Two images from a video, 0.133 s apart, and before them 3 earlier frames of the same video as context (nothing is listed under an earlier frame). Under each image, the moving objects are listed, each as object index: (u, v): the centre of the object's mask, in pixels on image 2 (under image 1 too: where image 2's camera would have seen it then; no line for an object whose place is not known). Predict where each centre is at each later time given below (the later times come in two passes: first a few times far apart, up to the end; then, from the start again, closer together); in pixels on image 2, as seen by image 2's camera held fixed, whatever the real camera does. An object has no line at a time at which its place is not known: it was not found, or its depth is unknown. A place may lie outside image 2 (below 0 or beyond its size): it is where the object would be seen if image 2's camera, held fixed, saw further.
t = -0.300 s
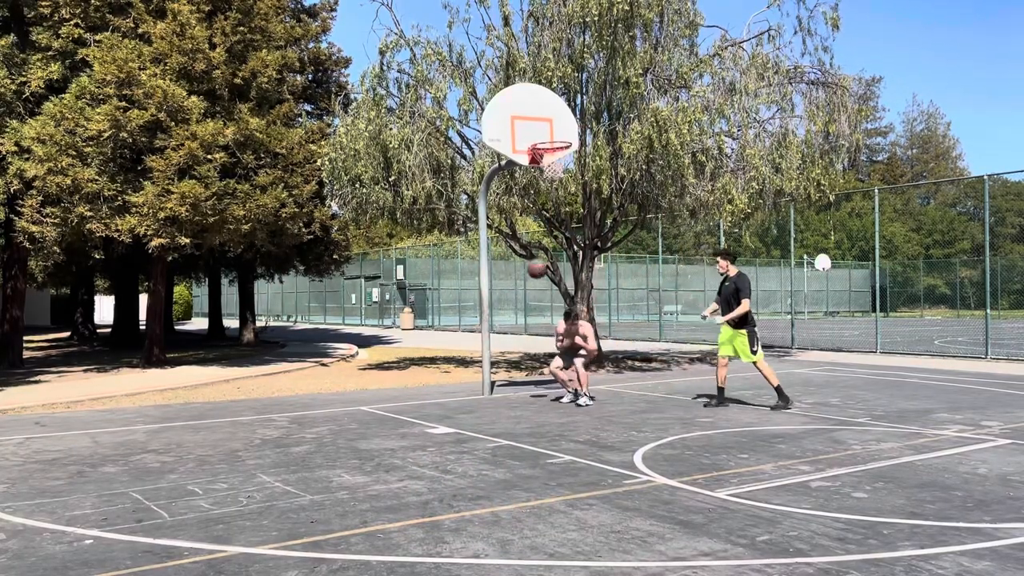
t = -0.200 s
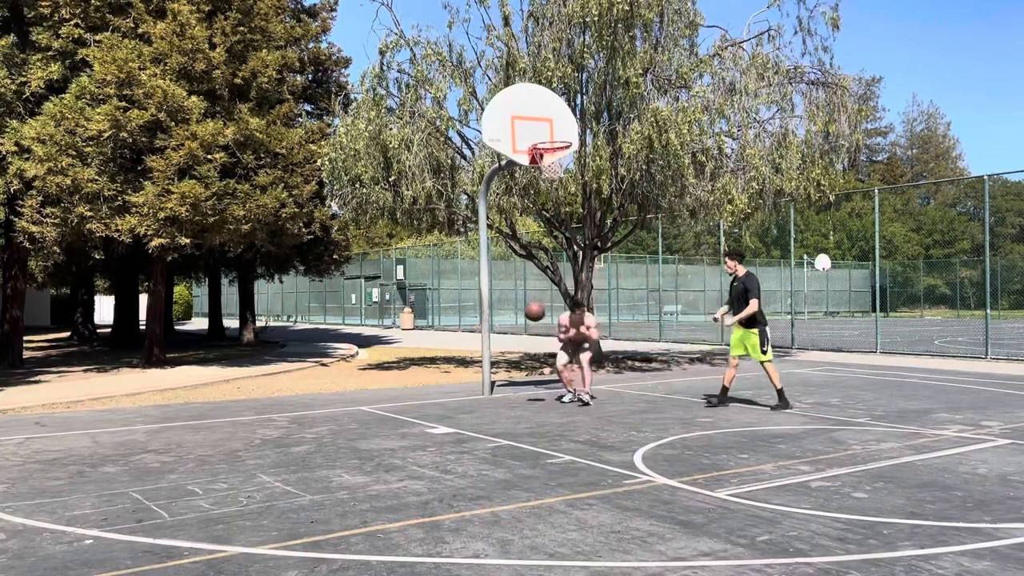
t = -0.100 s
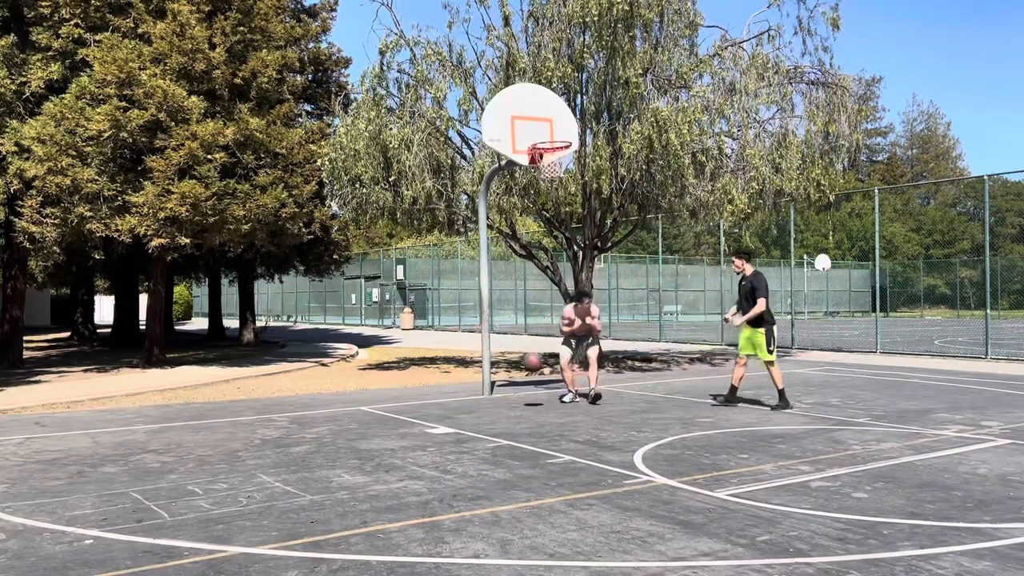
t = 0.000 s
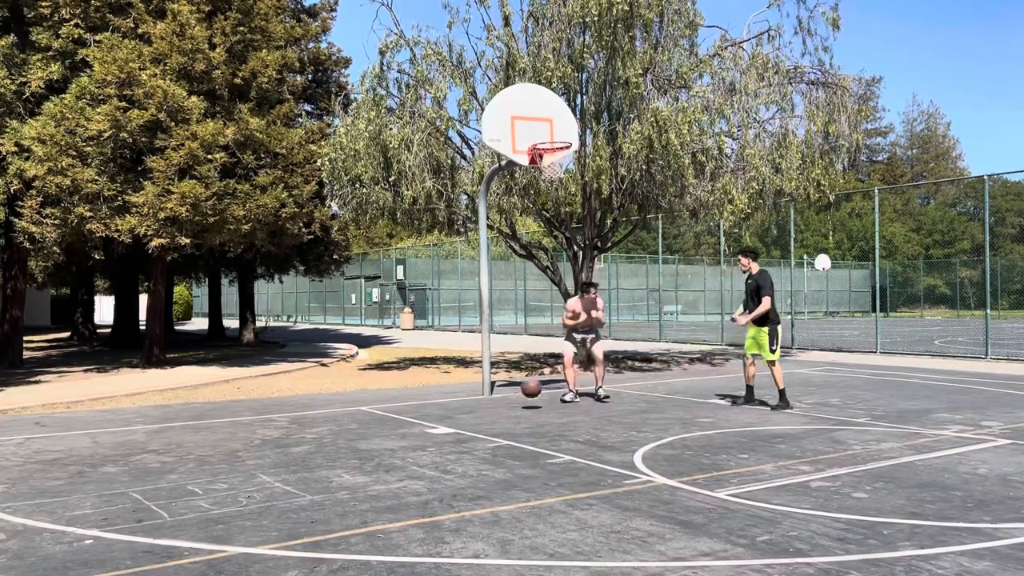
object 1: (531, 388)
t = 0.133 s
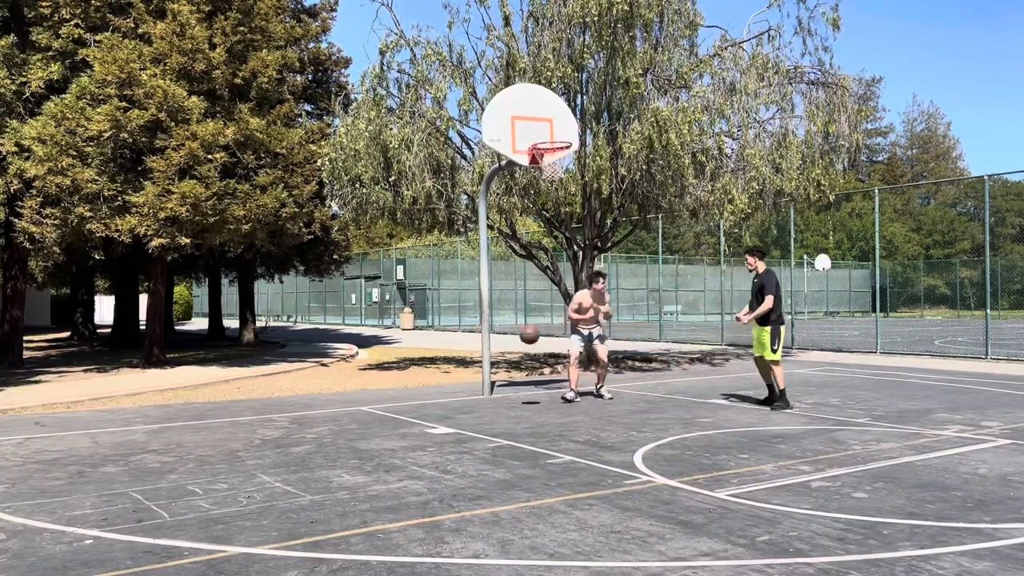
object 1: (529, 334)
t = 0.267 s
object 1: (528, 295)
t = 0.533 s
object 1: (524, 263)
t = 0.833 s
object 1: (522, 298)
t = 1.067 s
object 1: (520, 379)
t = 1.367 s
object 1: (516, 335)
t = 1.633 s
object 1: (514, 314)
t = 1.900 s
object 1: (513, 356)
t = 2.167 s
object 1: (511, 378)
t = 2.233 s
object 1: (510, 363)
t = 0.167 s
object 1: (529, 323)
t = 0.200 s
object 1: (528, 312)
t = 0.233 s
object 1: (528, 303)
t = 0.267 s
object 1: (528, 295)
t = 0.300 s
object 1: (527, 287)
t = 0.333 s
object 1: (527, 282)
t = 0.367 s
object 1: (526, 277)
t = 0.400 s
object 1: (526, 272)
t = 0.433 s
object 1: (525, 268)
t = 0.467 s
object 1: (525, 265)
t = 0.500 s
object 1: (525, 264)
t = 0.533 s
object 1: (524, 263)
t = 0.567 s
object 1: (524, 263)
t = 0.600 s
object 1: (524, 264)
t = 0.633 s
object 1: (523, 266)
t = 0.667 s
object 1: (523, 269)
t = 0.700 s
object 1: (523, 271)
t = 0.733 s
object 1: (523, 278)
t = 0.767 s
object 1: (522, 283)
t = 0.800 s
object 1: (522, 291)
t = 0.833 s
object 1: (522, 298)
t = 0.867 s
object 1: (521, 307)
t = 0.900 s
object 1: (521, 316)
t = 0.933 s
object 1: (521, 327)
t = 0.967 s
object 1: (520, 339)
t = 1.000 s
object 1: (520, 350)
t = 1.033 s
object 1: (520, 364)
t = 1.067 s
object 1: (520, 379)
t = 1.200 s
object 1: (518, 379)
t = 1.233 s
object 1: (518, 367)
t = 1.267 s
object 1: (518, 356)
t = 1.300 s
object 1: (517, 349)
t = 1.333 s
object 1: (517, 341)
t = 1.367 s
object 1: (516, 335)
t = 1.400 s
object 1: (516, 329)
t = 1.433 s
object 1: (516, 323)
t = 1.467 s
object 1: (516, 319)
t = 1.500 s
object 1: (515, 316)
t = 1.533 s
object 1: (515, 314)
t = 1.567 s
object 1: (515, 313)
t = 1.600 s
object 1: (514, 313)
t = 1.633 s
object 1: (514, 314)
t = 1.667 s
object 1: (514, 315)
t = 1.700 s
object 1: (514, 317)
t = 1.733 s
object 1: (514, 320)
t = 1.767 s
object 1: (514, 326)
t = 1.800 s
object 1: (514, 333)
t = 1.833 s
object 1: (514, 340)
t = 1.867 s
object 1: (513, 347)
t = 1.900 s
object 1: (513, 356)
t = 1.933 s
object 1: (514, 367)
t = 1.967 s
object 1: (513, 378)
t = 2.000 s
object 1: (513, 391)
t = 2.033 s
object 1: (512, 403)
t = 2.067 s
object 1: (512, 407)
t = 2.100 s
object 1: (512, 397)
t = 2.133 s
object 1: (511, 387)
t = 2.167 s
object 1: (511, 378)
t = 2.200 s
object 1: (511, 370)
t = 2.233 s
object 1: (510, 363)
